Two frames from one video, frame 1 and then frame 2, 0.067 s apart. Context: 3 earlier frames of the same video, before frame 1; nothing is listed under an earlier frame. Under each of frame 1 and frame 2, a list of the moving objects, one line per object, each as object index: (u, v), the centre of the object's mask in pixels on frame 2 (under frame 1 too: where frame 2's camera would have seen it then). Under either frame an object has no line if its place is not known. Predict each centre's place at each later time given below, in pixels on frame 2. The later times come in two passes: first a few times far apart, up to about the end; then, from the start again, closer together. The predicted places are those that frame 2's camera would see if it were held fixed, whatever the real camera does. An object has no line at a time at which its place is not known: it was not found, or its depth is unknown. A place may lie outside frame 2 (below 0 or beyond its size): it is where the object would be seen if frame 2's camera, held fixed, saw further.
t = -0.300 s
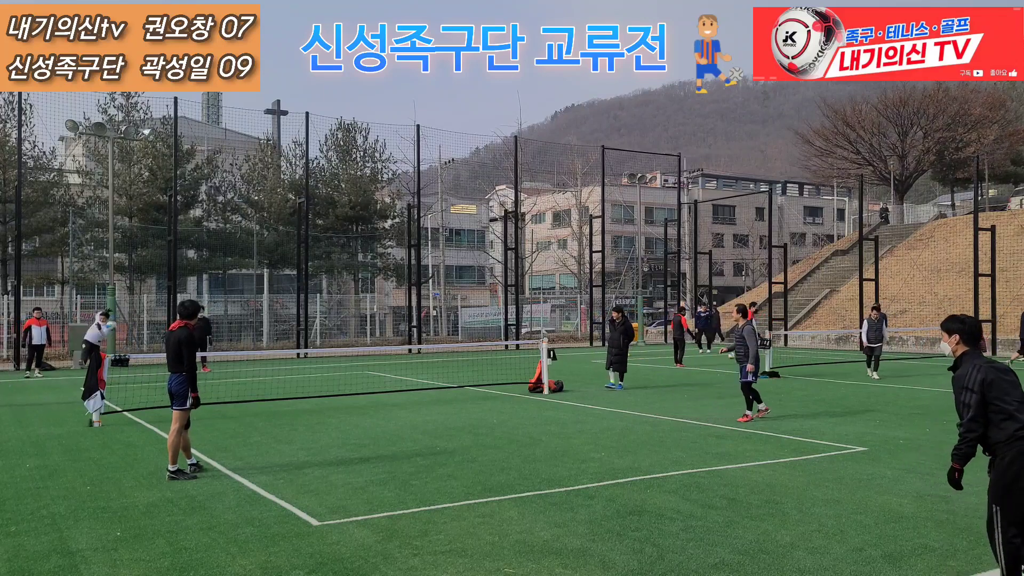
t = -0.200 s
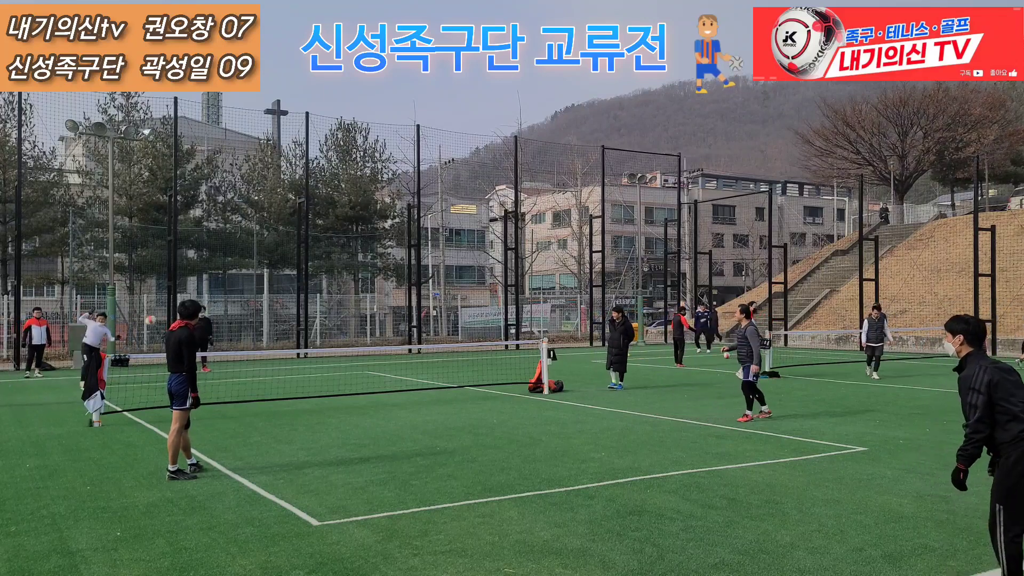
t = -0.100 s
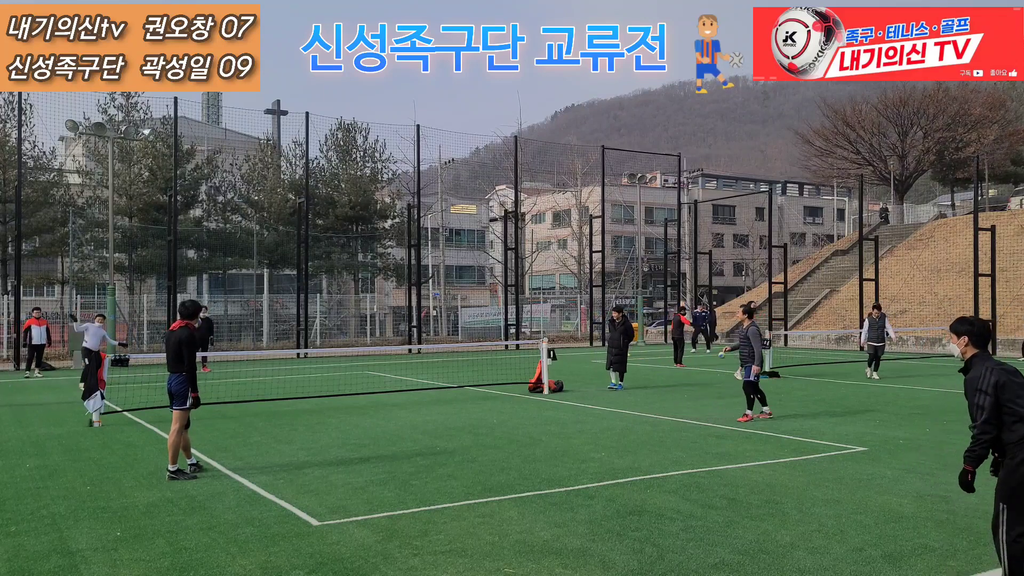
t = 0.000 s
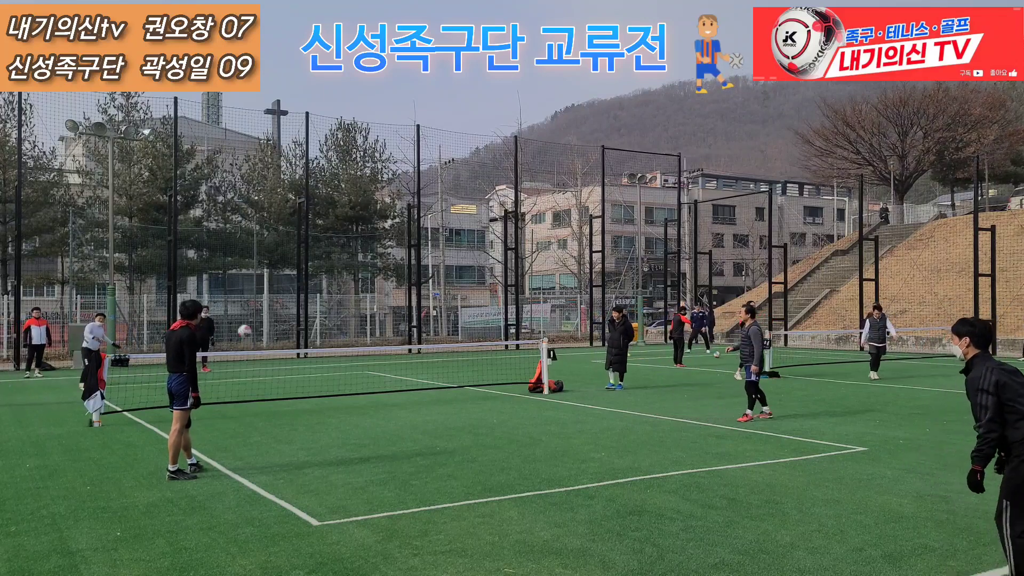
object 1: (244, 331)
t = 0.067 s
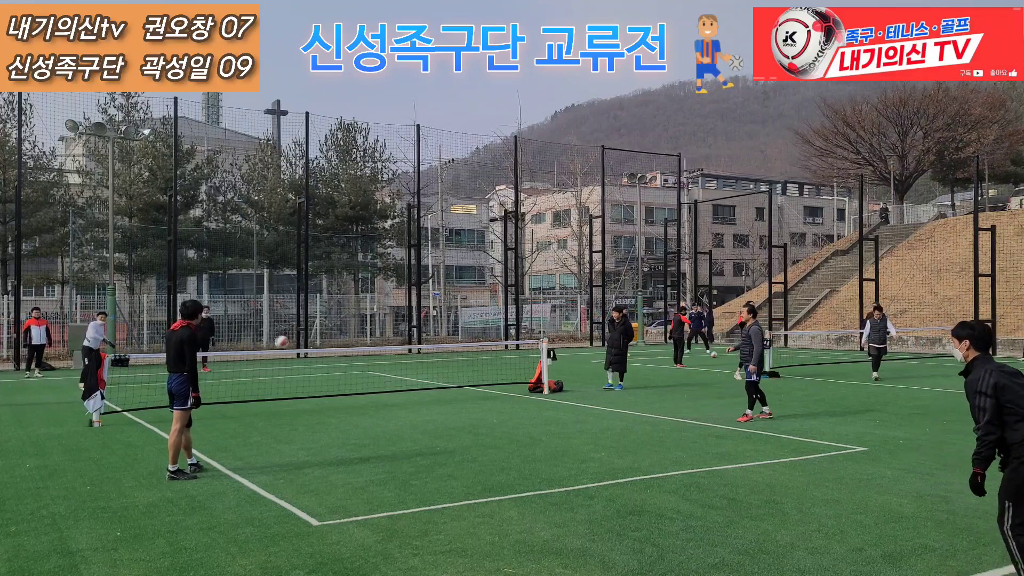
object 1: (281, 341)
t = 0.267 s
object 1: (420, 405)
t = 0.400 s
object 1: (518, 420)
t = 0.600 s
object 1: (662, 391)
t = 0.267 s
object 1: (420, 405)
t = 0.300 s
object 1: (449, 422)
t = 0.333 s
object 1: (478, 437)
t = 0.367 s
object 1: (497, 429)
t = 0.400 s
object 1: (518, 420)
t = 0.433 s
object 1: (539, 413)
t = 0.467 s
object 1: (562, 406)
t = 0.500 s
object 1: (585, 401)
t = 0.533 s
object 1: (609, 397)
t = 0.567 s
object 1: (635, 394)
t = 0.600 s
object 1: (662, 391)
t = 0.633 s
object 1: (690, 390)
